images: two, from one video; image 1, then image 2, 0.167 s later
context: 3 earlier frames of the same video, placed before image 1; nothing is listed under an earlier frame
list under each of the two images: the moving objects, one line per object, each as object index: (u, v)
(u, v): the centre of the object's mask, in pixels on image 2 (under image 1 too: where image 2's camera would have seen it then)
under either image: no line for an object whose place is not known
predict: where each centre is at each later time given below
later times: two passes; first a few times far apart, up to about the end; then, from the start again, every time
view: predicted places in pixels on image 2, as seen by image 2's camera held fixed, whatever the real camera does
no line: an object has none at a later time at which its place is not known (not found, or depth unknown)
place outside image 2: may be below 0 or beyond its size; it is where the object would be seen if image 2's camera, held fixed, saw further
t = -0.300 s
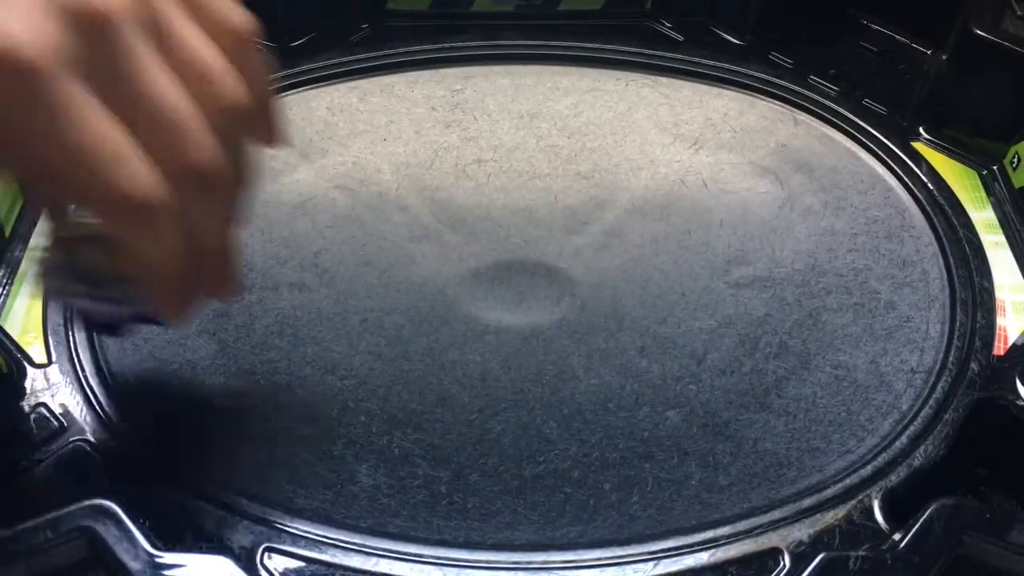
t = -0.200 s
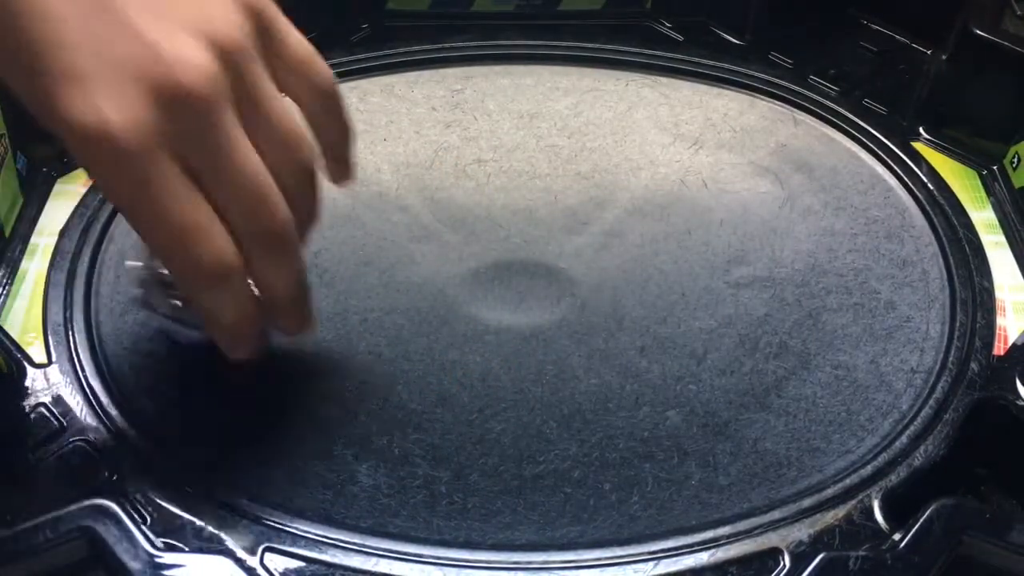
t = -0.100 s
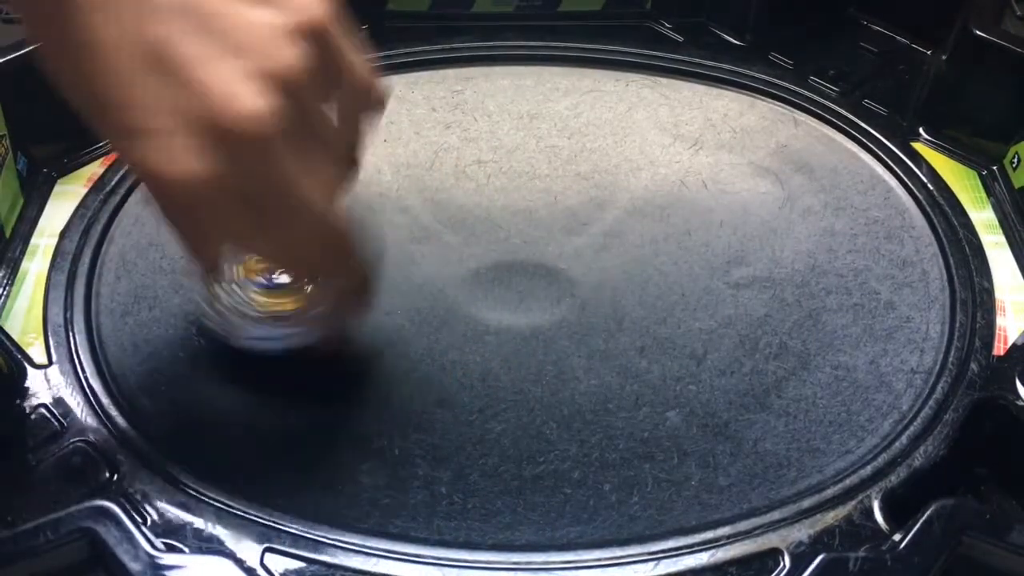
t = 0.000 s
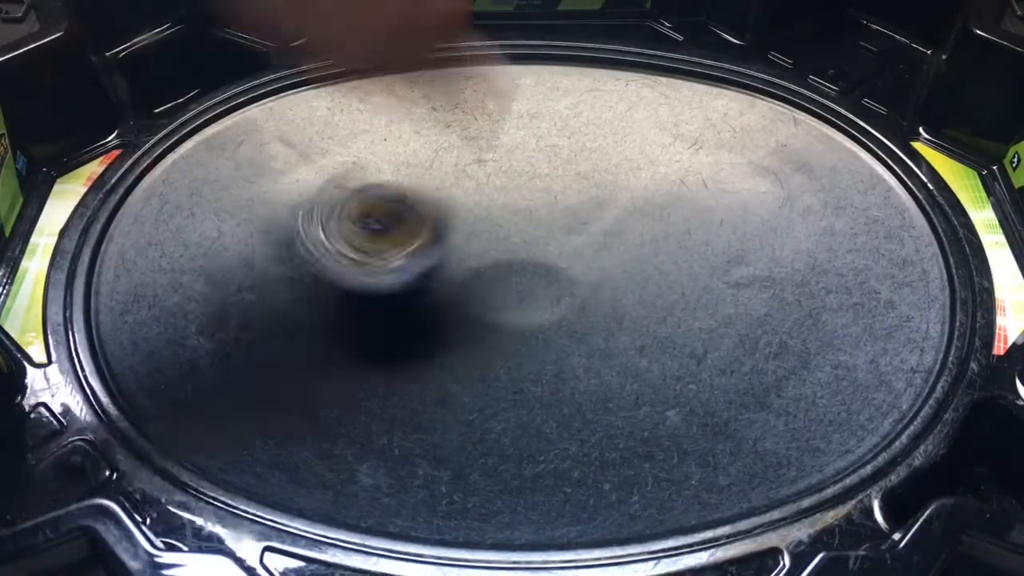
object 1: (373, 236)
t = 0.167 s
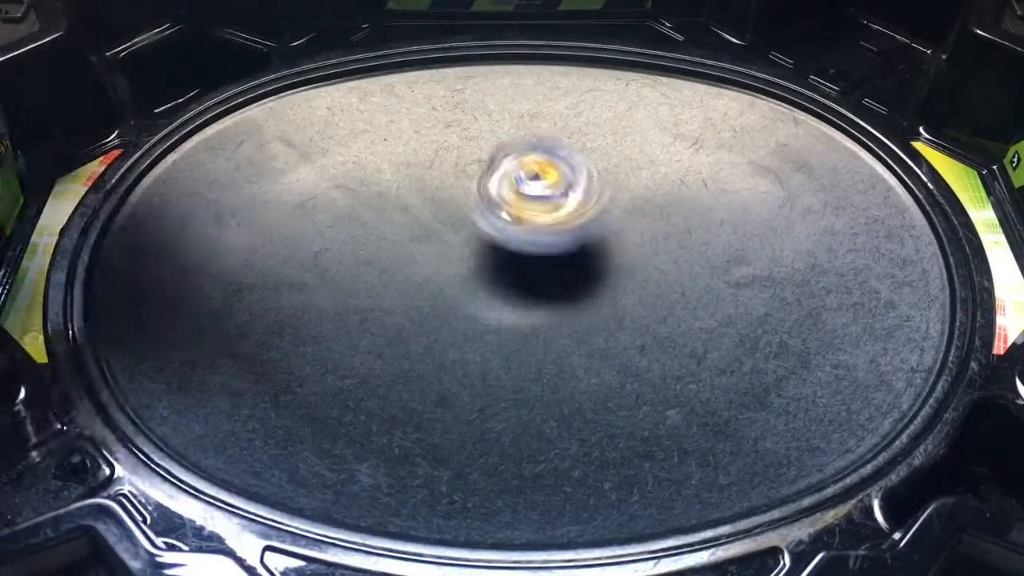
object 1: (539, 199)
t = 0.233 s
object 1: (587, 187)
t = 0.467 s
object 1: (684, 208)
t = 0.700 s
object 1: (663, 269)
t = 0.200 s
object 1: (568, 194)
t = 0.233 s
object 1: (587, 187)
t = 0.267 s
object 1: (606, 187)
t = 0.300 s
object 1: (624, 188)
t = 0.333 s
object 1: (643, 189)
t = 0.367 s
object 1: (650, 193)
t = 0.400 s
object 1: (661, 197)
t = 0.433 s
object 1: (674, 200)
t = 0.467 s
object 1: (684, 208)
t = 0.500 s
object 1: (689, 217)
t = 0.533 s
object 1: (692, 224)
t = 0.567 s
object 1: (695, 232)
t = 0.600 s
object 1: (693, 243)
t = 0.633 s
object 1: (687, 256)
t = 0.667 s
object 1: (676, 262)
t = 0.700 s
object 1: (663, 269)
